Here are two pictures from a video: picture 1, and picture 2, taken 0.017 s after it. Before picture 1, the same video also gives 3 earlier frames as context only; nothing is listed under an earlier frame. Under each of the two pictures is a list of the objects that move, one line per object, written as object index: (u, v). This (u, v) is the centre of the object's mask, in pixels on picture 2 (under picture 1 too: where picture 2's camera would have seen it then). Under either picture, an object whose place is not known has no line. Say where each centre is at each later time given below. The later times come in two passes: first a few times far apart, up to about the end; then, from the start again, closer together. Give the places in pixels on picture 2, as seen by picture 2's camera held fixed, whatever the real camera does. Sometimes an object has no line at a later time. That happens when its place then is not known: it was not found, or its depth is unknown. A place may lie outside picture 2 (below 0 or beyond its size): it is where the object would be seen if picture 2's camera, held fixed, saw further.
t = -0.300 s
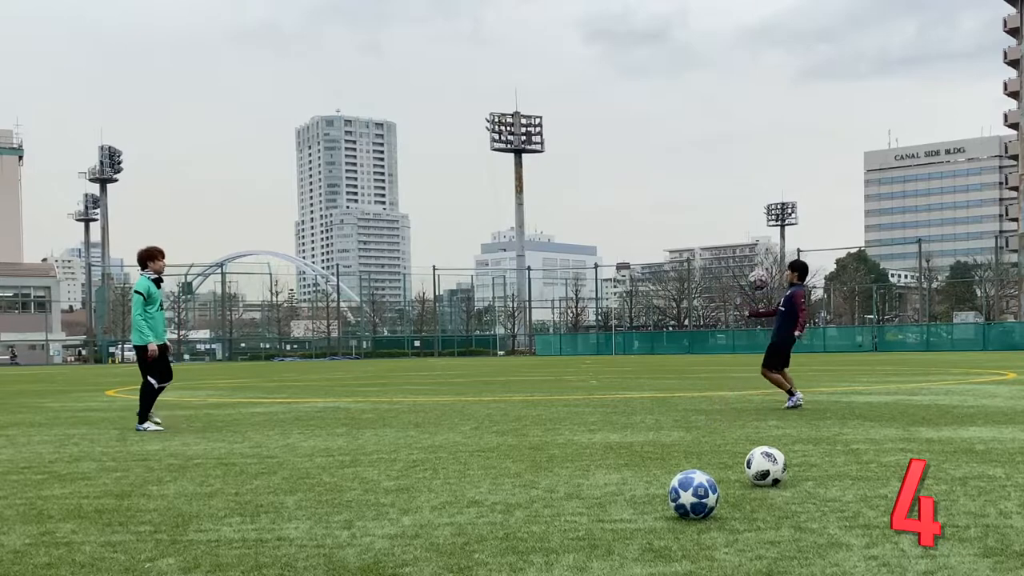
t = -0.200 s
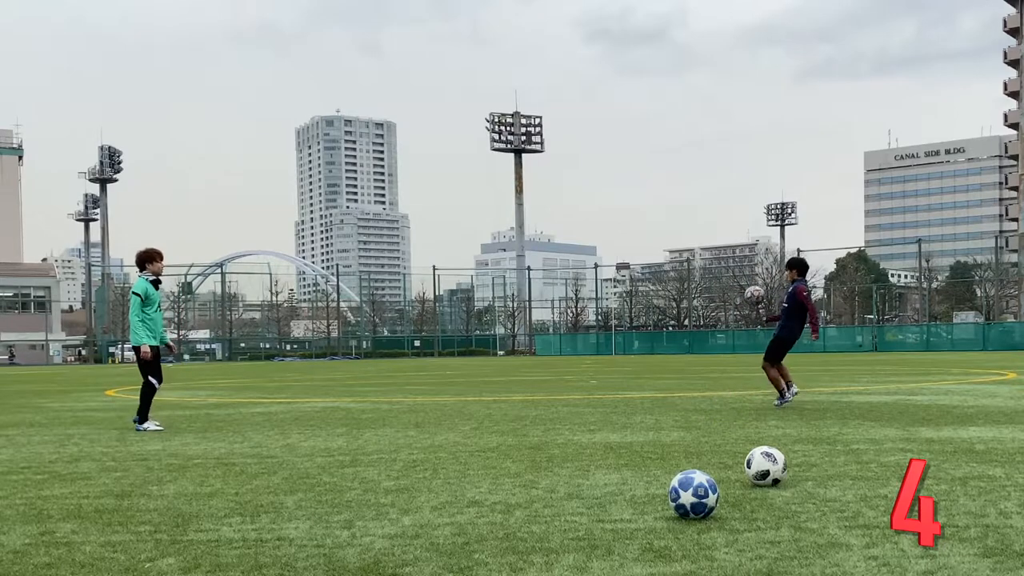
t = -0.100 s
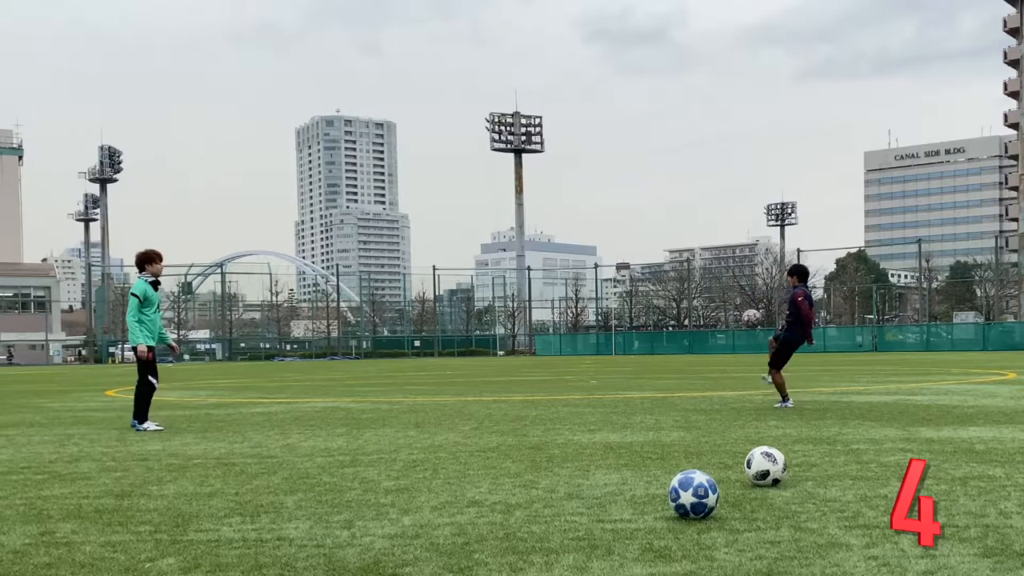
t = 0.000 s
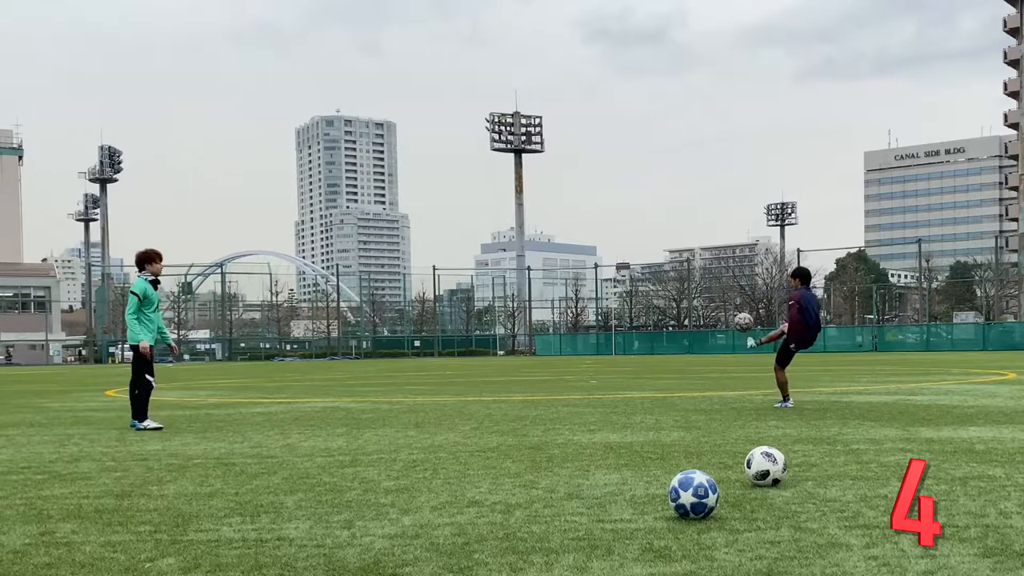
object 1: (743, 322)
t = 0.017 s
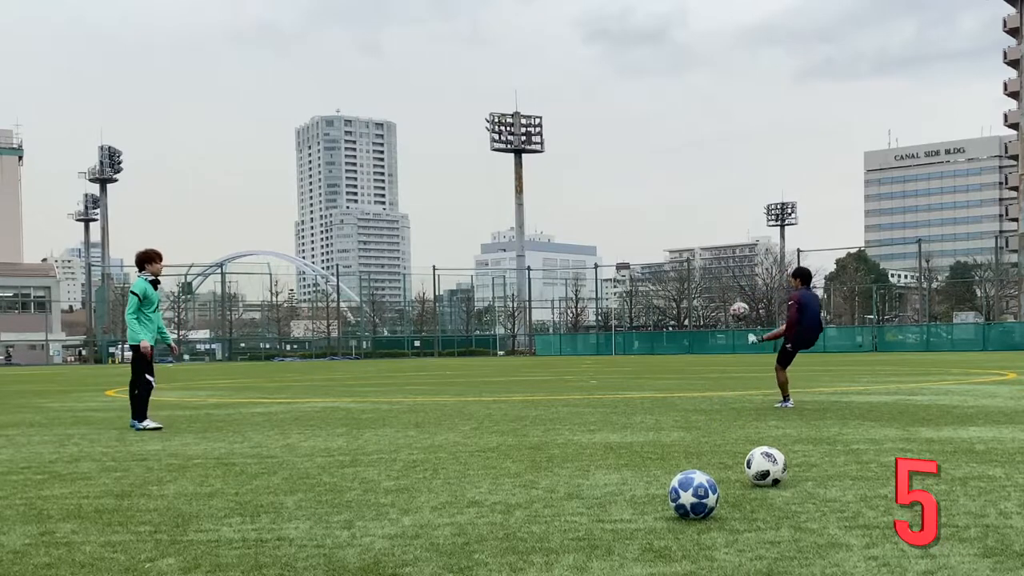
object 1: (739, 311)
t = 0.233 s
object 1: (687, 187)
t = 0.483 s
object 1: (620, 86)
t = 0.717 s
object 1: (551, 42)
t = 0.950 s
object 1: (477, 52)
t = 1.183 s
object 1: (399, 122)
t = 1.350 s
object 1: (342, 214)
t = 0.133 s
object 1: (712, 241)
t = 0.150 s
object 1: (708, 231)
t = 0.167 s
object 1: (704, 222)
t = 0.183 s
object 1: (699, 213)
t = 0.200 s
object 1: (695, 204)
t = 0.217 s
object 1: (691, 195)
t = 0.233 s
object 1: (687, 187)
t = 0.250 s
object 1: (683, 179)
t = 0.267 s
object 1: (678, 170)
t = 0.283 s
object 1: (674, 163)
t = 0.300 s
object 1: (670, 155)
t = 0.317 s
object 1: (665, 148)
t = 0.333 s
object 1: (661, 140)
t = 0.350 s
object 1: (656, 134)
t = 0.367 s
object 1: (652, 127)
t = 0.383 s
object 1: (648, 120)
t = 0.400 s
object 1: (643, 114)
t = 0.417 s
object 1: (638, 108)
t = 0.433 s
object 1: (633, 102)
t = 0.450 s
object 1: (629, 97)
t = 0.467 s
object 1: (624, 91)
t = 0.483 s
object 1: (620, 86)
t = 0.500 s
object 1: (615, 81)
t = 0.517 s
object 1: (610, 77)
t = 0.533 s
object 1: (605, 73)
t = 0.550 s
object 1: (600, 69)
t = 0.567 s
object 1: (596, 65)
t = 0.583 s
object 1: (591, 61)
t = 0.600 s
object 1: (586, 58)
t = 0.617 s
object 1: (581, 55)
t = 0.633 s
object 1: (576, 52)
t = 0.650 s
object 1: (571, 50)
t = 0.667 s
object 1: (566, 47)
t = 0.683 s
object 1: (561, 45)
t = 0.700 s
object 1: (556, 44)
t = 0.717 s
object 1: (551, 42)
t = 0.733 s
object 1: (546, 41)
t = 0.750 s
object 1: (541, 40)
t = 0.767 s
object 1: (535, 39)
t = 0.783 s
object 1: (530, 39)
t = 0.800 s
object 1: (525, 39)
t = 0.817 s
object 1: (520, 39)
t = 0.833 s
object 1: (514, 40)
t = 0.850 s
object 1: (509, 40)
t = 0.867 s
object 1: (504, 42)
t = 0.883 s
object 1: (499, 43)
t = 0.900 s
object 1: (493, 45)
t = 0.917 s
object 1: (488, 47)
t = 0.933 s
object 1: (482, 49)
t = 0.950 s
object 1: (477, 52)
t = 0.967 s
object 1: (472, 55)
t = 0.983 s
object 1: (466, 58)
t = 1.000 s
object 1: (461, 61)
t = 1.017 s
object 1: (455, 66)
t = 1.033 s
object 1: (449, 70)
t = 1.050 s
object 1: (444, 74)
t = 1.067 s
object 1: (438, 79)
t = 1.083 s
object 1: (433, 84)
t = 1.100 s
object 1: (427, 89)
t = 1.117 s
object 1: (421, 95)
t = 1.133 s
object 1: (416, 101)
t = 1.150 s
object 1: (410, 108)
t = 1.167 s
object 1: (405, 115)
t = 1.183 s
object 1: (399, 122)
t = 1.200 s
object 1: (393, 130)
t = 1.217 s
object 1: (388, 138)
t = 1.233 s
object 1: (382, 147)
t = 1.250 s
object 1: (376, 155)
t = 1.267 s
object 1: (371, 164)
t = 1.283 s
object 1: (365, 173)
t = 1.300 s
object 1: (358, 183)
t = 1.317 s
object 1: (353, 192)
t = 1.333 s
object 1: (348, 203)
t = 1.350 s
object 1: (342, 214)
